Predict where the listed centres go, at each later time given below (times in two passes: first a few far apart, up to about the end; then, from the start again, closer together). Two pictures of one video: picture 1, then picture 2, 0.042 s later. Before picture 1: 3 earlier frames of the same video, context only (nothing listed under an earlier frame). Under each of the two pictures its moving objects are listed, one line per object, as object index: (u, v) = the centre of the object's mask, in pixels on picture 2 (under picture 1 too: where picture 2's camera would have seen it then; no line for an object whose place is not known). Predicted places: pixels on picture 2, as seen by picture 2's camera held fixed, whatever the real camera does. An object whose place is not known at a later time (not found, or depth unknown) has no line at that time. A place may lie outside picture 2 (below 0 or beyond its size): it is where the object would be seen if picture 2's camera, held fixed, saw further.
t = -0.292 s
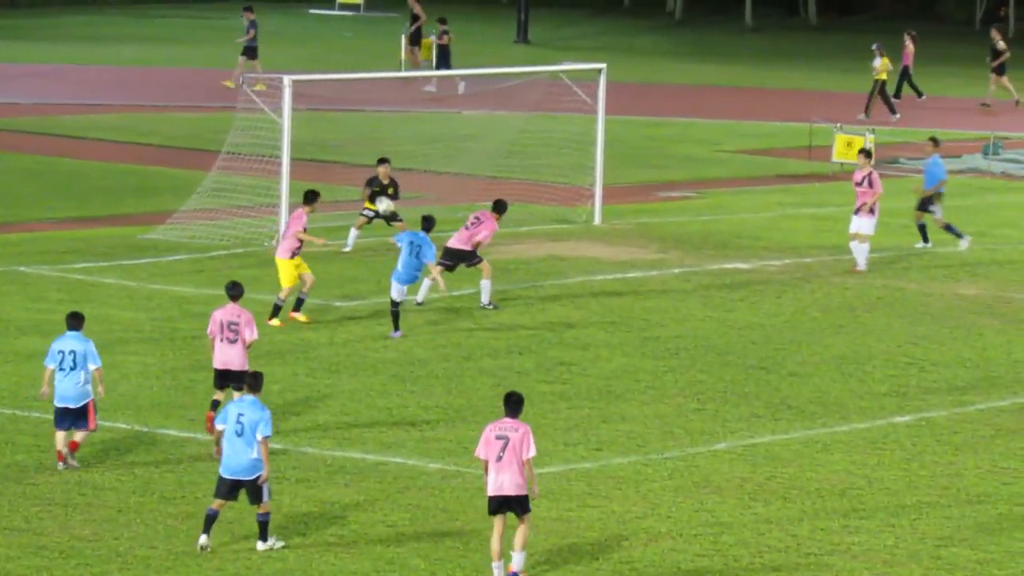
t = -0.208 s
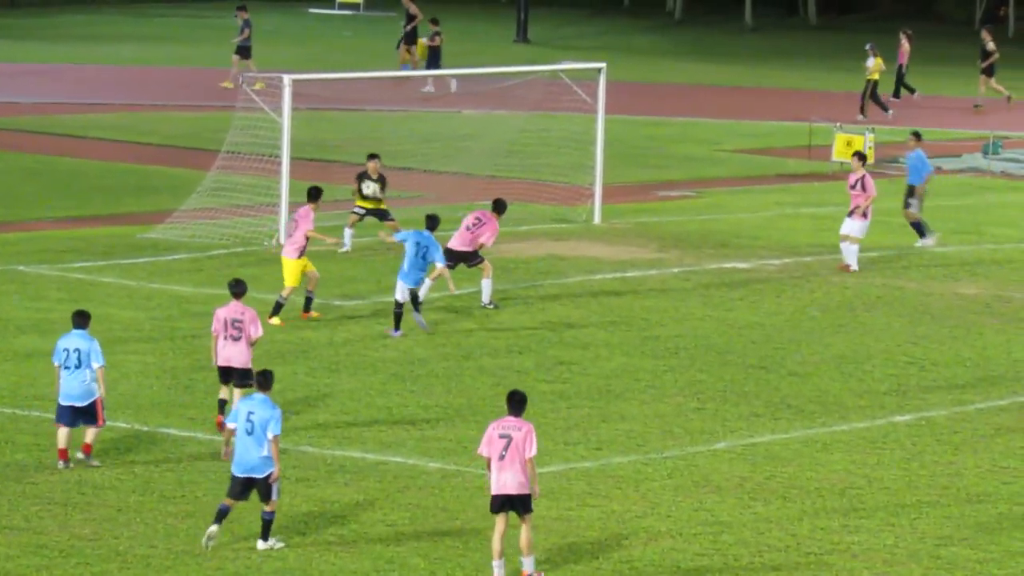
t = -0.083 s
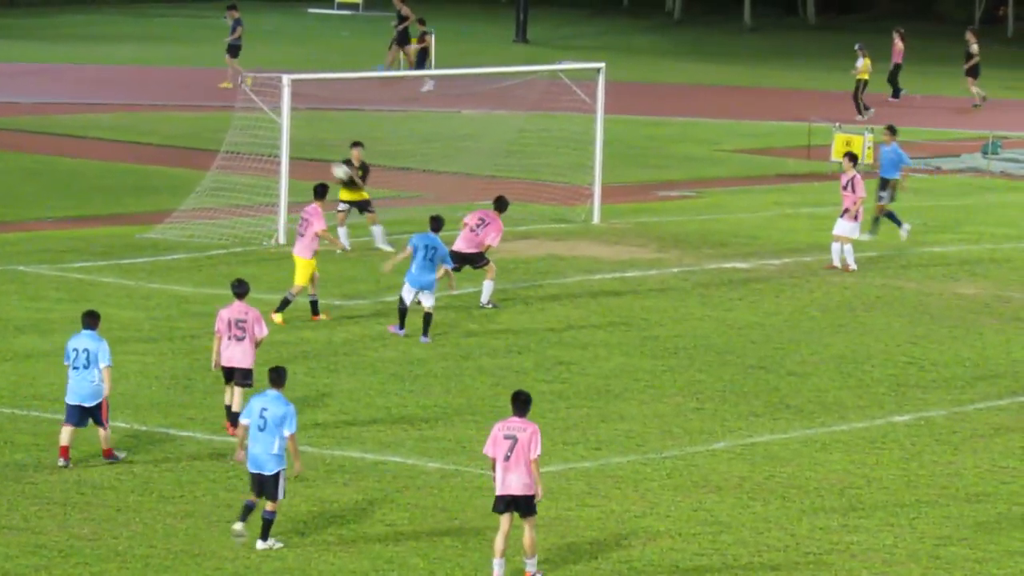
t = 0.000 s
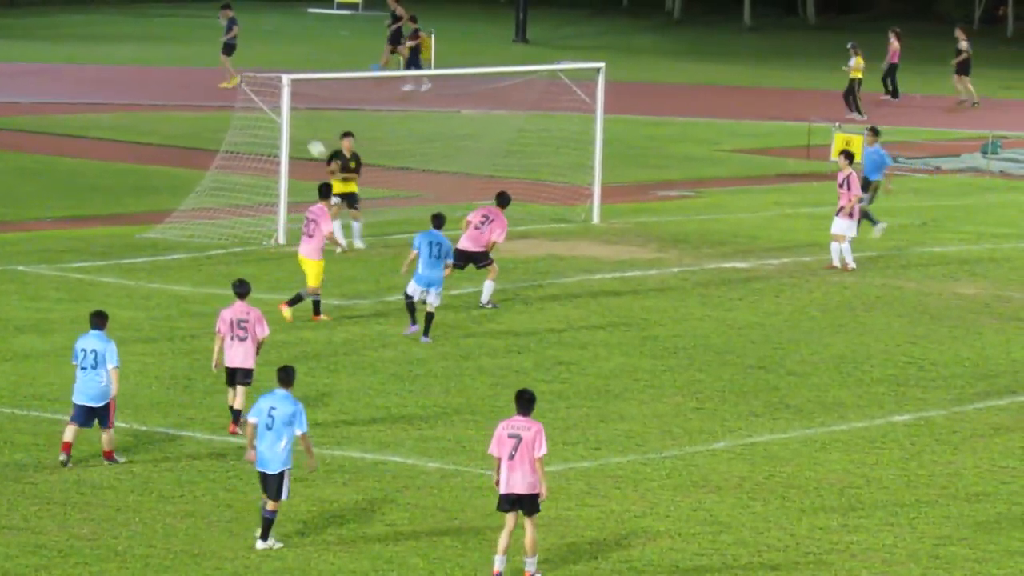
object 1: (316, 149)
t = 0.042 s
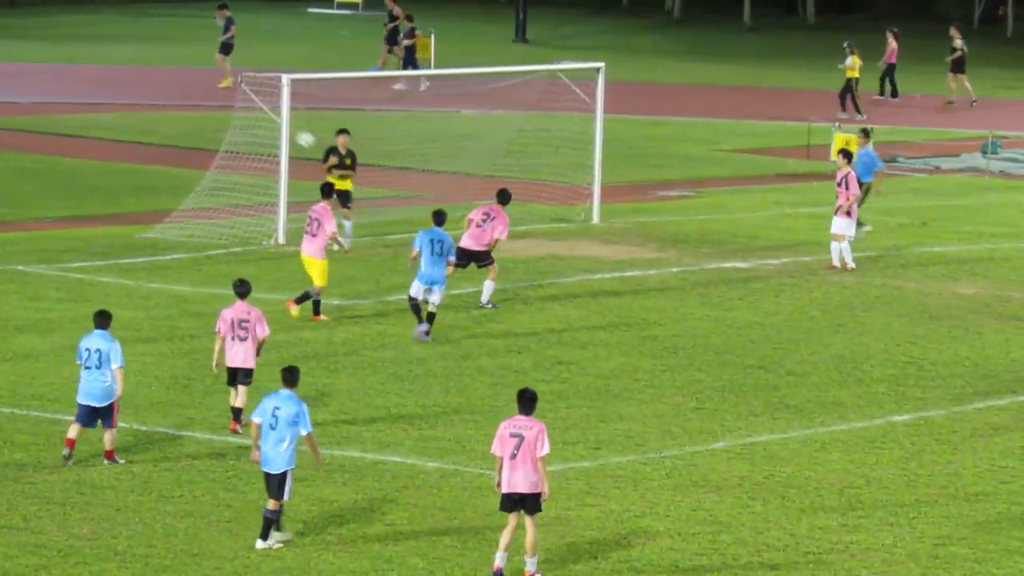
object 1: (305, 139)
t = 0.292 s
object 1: (235, 109)
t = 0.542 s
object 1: (161, 123)
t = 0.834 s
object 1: (77, 196)
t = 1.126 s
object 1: (7, 204)
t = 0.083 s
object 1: (295, 131)
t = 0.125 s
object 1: (280, 123)
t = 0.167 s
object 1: (269, 118)
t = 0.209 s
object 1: (257, 114)
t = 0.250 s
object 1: (246, 111)
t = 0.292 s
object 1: (235, 109)
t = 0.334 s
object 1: (222, 108)
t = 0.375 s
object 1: (210, 109)
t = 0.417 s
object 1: (198, 111)
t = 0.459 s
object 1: (186, 113)
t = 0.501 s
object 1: (174, 118)
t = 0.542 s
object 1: (161, 123)
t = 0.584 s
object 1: (149, 129)
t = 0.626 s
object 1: (137, 138)
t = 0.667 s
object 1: (125, 147)
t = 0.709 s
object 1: (113, 157)
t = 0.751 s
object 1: (101, 169)
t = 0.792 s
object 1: (89, 182)
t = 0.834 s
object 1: (77, 196)
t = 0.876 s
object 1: (65, 211)
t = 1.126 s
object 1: (7, 204)
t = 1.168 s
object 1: (3, 196)
